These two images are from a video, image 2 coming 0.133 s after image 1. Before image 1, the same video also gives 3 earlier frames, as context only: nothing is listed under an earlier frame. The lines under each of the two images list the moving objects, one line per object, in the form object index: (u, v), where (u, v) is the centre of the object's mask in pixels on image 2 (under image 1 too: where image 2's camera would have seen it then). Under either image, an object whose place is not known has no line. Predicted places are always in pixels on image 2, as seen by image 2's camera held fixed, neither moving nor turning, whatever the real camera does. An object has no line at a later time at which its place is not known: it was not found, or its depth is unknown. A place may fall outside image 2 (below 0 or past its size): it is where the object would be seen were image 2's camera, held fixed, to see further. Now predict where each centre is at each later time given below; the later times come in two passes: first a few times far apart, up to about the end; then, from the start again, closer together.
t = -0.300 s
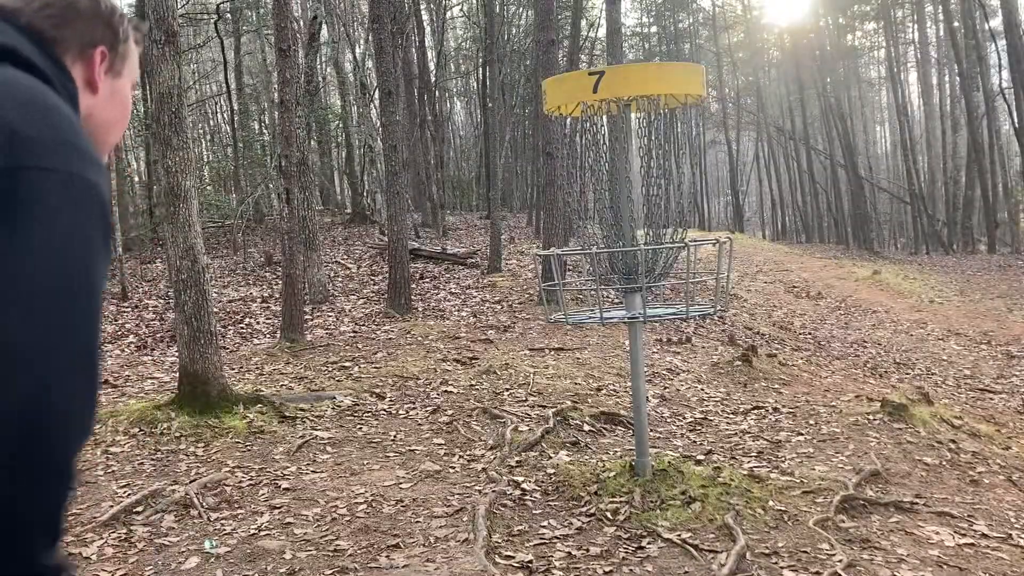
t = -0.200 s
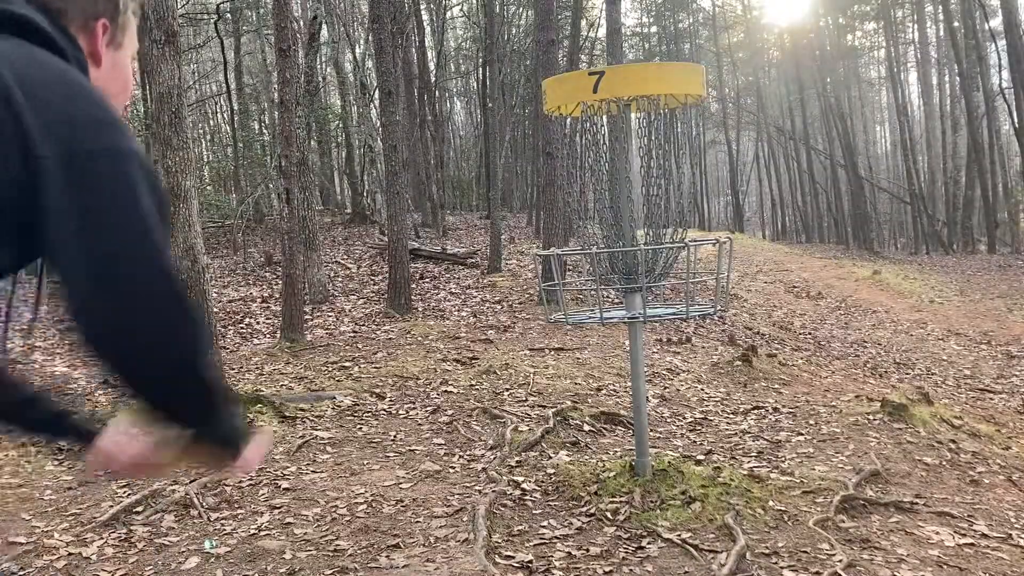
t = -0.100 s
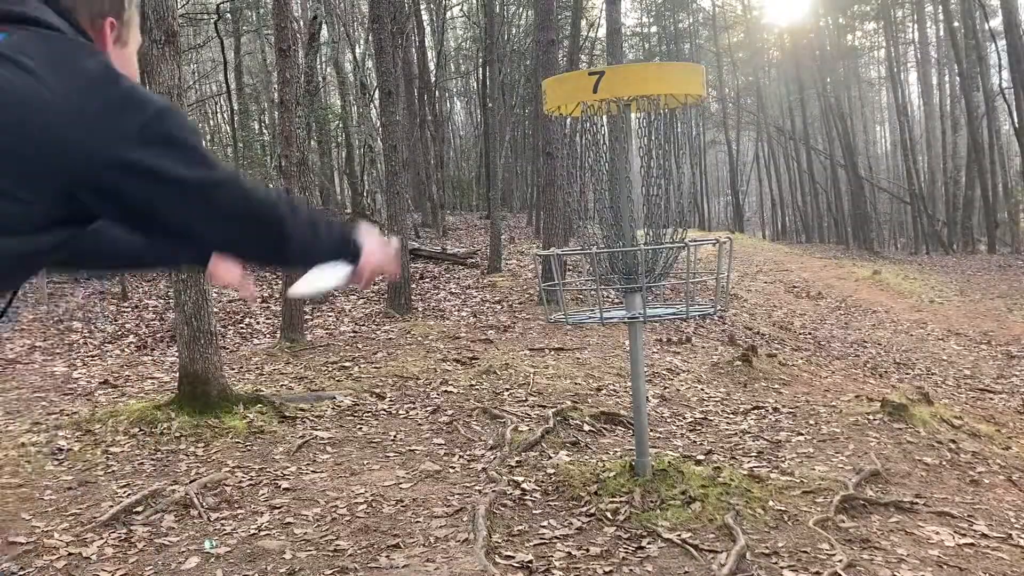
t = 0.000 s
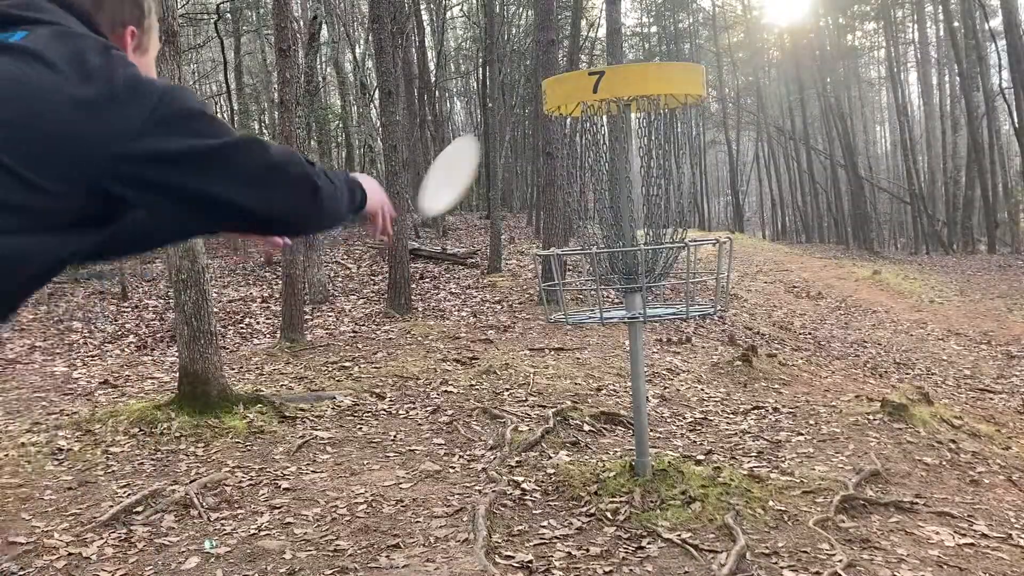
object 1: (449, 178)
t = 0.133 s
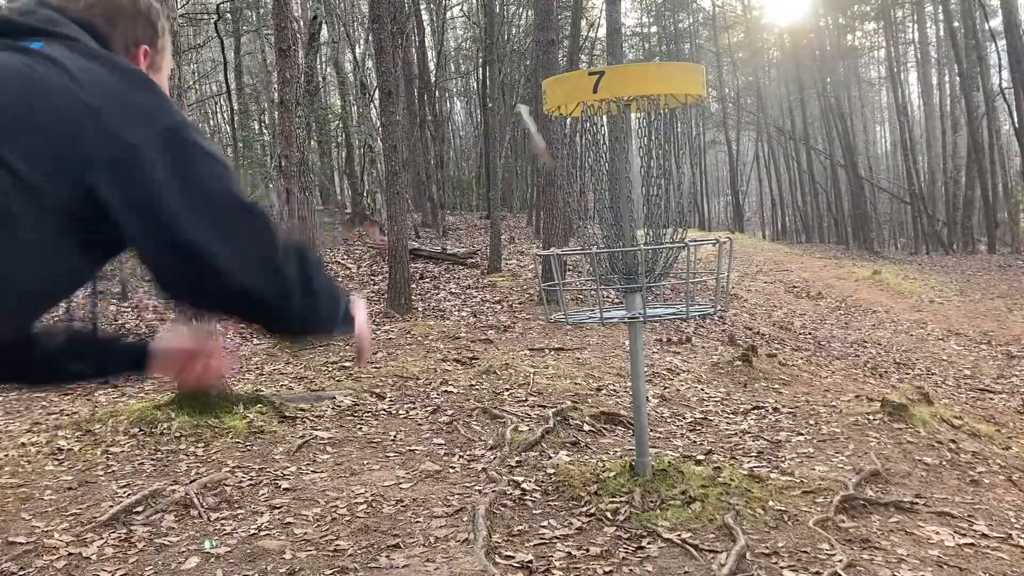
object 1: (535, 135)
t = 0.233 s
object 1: (578, 151)
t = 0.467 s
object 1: (605, 200)
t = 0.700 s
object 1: (615, 281)
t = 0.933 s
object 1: (605, 300)
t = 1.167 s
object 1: (605, 314)
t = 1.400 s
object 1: (606, 315)
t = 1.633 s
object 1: (605, 315)
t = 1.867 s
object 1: (604, 315)
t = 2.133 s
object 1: (604, 315)
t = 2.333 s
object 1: (604, 315)
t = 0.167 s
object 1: (551, 137)
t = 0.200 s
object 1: (565, 143)
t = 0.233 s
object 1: (578, 151)
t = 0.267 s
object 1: (586, 160)
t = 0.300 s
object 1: (593, 164)
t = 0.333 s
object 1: (597, 169)
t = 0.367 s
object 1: (599, 173)
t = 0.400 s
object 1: (601, 180)
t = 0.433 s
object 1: (604, 189)
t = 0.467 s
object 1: (605, 200)
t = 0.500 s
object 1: (607, 213)
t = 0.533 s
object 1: (609, 230)
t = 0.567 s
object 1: (613, 248)
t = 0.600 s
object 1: (612, 254)
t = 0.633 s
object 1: (612, 261)
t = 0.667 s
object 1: (613, 272)
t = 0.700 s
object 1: (615, 281)
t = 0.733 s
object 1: (614, 287)
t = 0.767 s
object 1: (611, 289)
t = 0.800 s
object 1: (610, 290)
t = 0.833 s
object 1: (609, 293)
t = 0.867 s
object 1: (608, 294)
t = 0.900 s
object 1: (606, 296)
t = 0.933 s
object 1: (605, 300)
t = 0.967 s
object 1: (605, 305)
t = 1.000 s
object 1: (604, 310)
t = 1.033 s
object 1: (605, 314)
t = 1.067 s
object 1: (604, 312)
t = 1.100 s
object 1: (604, 312)
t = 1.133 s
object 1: (605, 313)
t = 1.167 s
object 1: (605, 314)
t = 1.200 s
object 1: (606, 314)
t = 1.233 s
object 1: (606, 314)
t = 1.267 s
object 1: (607, 314)
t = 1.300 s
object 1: (607, 315)
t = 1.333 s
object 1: (606, 315)
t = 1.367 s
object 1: (606, 315)
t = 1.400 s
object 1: (606, 315)
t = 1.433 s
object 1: (607, 314)
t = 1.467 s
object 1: (606, 315)
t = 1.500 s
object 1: (606, 315)
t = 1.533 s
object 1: (607, 315)
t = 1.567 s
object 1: (607, 314)
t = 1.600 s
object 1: (606, 315)
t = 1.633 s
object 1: (605, 315)
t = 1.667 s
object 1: (605, 315)
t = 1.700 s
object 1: (605, 315)
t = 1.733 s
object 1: (605, 315)
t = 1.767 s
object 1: (605, 315)
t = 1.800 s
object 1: (605, 315)
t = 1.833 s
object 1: (605, 315)
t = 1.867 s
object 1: (604, 315)
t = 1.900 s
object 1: (605, 315)
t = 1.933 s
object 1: (604, 315)
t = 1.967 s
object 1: (604, 315)
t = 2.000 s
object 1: (604, 315)
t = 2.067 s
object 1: (604, 315)
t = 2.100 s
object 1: (604, 315)
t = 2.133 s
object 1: (604, 315)
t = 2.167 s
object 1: (604, 315)
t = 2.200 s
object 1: (604, 315)
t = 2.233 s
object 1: (604, 315)
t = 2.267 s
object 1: (604, 315)
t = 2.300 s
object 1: (604, 315)
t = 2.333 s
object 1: (604, 315)
